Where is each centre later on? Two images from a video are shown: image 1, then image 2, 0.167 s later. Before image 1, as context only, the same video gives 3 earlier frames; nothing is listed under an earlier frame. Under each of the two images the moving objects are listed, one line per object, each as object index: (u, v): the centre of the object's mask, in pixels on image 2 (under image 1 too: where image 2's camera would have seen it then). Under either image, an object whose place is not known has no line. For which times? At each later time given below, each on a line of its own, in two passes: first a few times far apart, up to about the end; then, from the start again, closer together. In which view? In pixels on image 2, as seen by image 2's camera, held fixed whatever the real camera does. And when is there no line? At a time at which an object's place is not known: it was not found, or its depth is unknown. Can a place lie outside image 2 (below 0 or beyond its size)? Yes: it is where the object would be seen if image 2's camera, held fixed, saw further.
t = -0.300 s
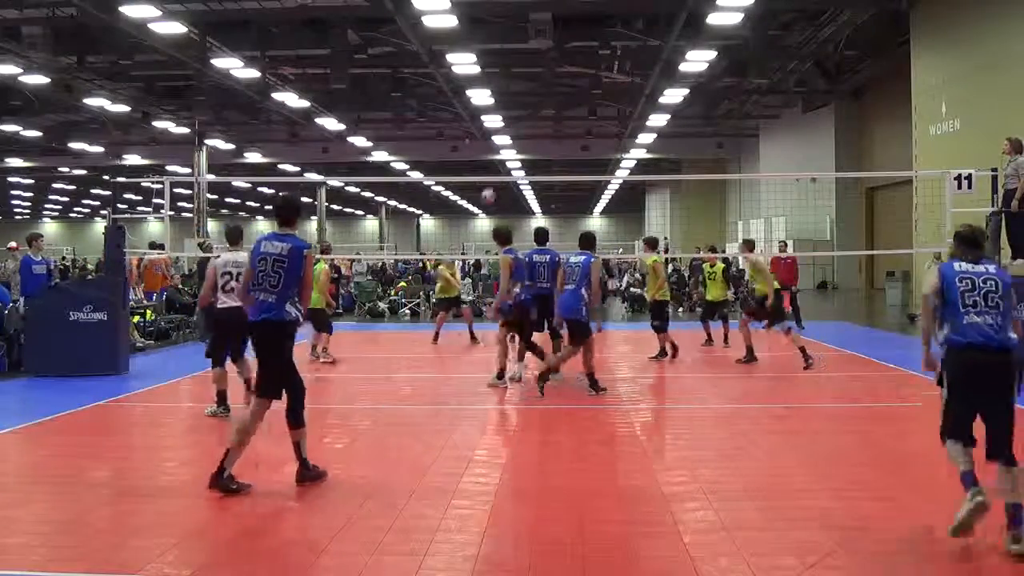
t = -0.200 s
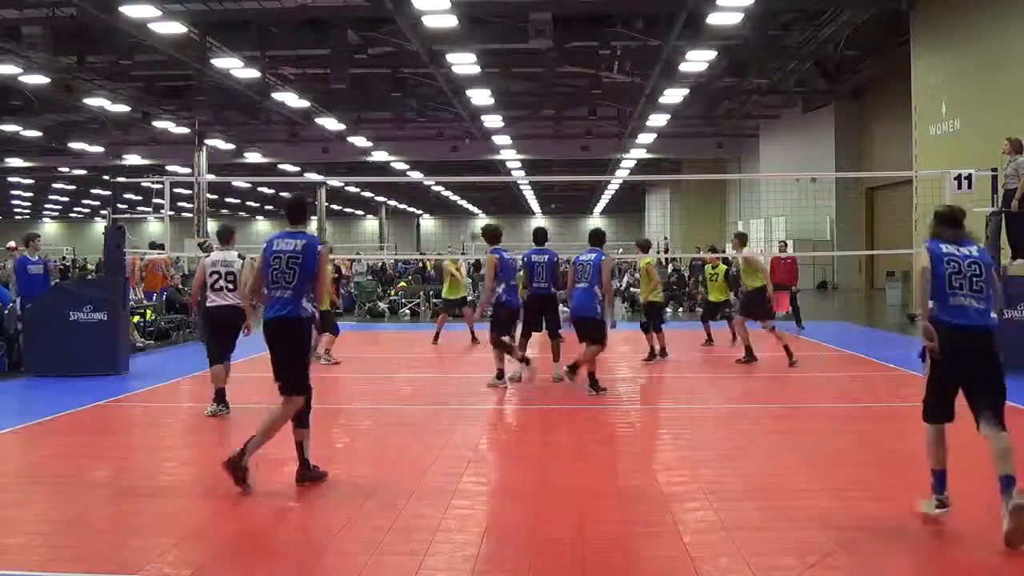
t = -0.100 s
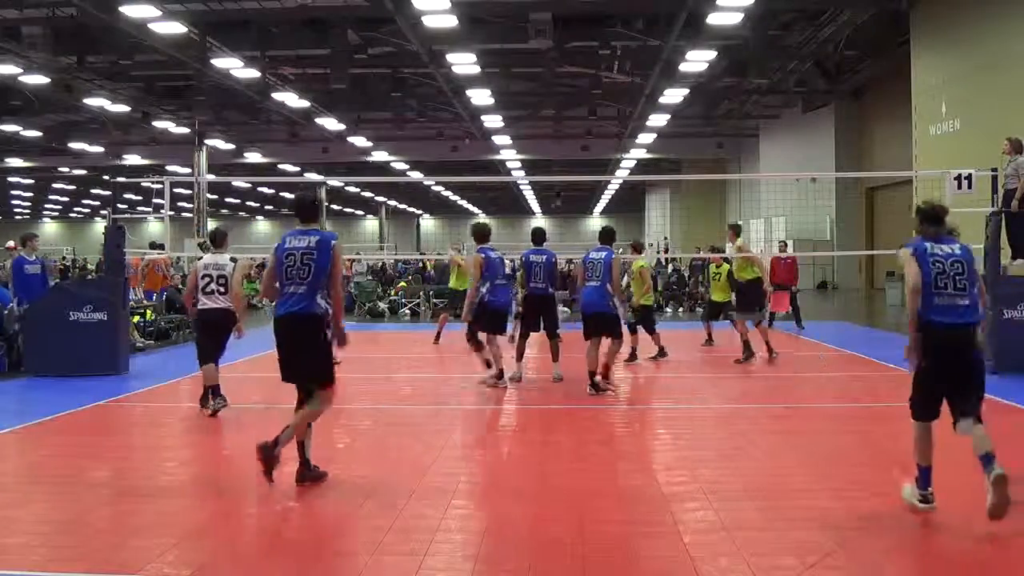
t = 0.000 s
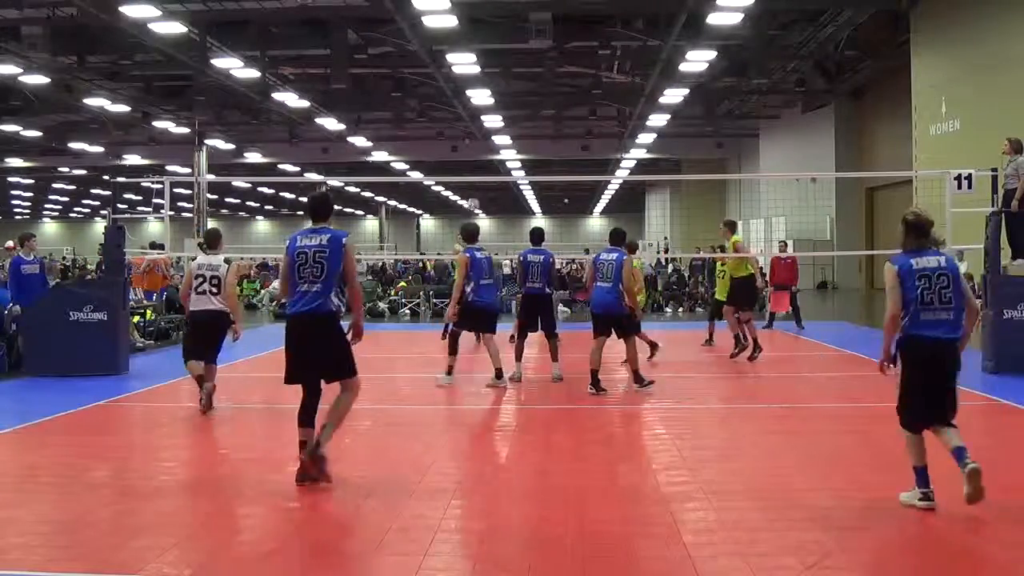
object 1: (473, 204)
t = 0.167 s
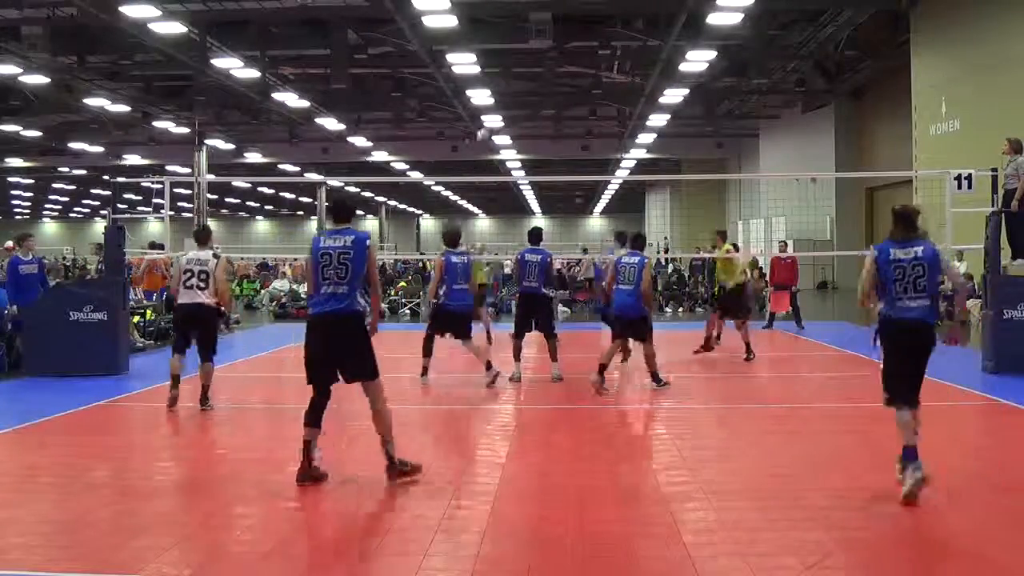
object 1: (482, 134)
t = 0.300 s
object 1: (491, 90)
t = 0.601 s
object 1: (505, 28)
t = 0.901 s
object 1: (524, 14)
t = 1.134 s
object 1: (540, 42)
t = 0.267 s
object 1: (489, 99)
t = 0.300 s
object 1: (491, 90)
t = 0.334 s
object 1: (492, 81)
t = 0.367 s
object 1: (493, 72)
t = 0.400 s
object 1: (495, 63)
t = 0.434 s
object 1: (498, 57)
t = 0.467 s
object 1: (499, 50)
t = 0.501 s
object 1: (501, 42)
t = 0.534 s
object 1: (503, 36)
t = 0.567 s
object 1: (505, 29)
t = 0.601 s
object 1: (505, 28)
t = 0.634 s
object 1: (510, 22)
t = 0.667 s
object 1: (510, 19)
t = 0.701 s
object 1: (512, 16)
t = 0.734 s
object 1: (513, 12)
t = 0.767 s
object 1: (515, 13)
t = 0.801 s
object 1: (518, 12)
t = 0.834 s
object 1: (520, 12)
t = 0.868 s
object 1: (522, 12)
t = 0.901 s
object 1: (524, 14)
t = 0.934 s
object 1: (525, 15)
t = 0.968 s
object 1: (528, 18)
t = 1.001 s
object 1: (530, 21)
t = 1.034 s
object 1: (533, 26)
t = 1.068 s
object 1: (535, 31)
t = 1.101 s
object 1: (536, 35)
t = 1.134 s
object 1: (540, 42)
